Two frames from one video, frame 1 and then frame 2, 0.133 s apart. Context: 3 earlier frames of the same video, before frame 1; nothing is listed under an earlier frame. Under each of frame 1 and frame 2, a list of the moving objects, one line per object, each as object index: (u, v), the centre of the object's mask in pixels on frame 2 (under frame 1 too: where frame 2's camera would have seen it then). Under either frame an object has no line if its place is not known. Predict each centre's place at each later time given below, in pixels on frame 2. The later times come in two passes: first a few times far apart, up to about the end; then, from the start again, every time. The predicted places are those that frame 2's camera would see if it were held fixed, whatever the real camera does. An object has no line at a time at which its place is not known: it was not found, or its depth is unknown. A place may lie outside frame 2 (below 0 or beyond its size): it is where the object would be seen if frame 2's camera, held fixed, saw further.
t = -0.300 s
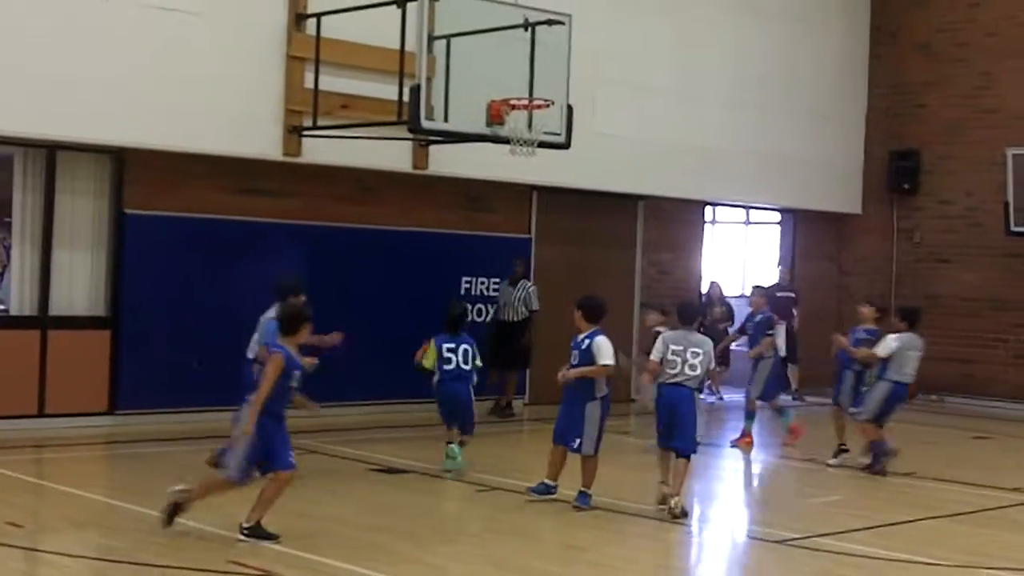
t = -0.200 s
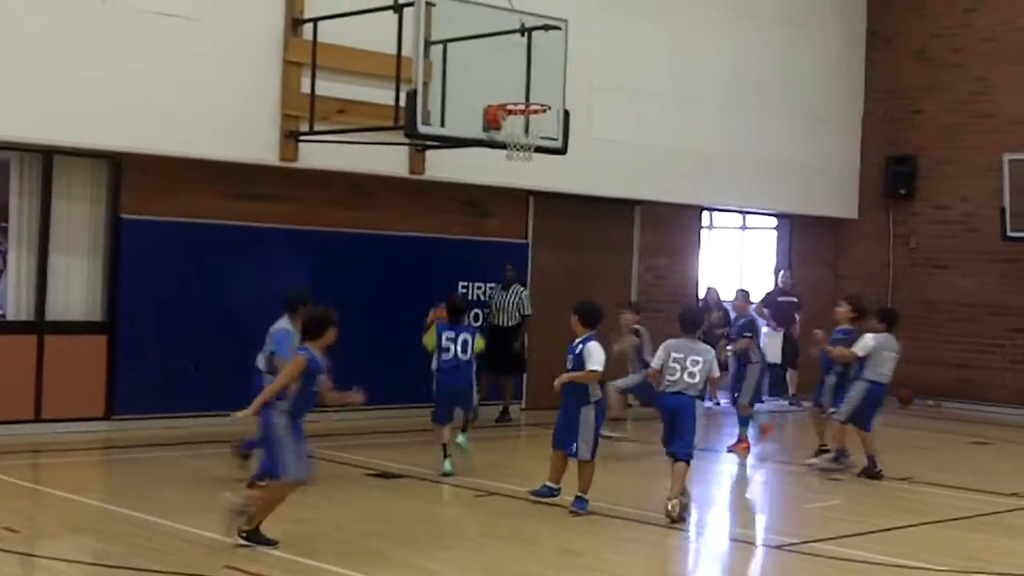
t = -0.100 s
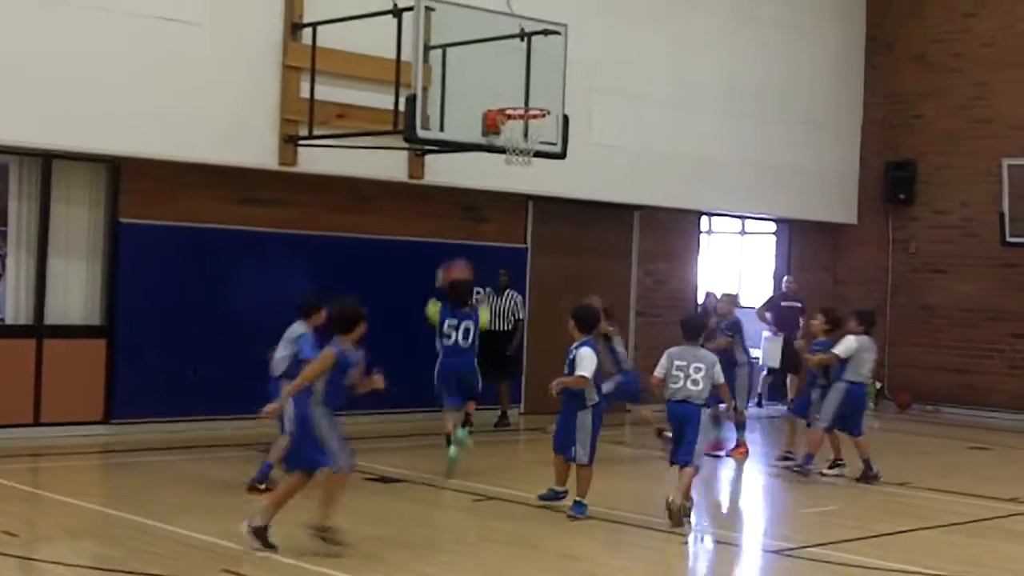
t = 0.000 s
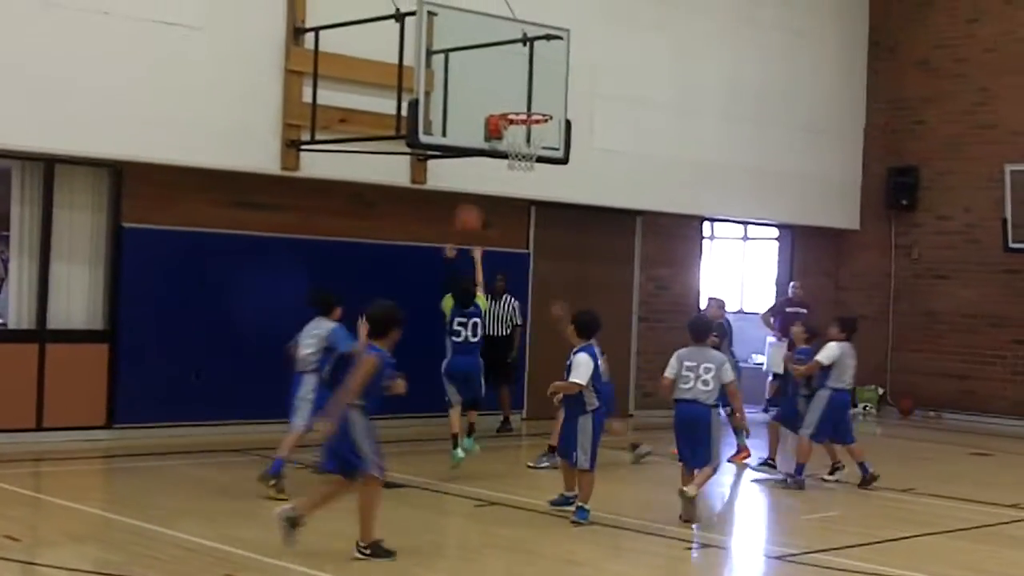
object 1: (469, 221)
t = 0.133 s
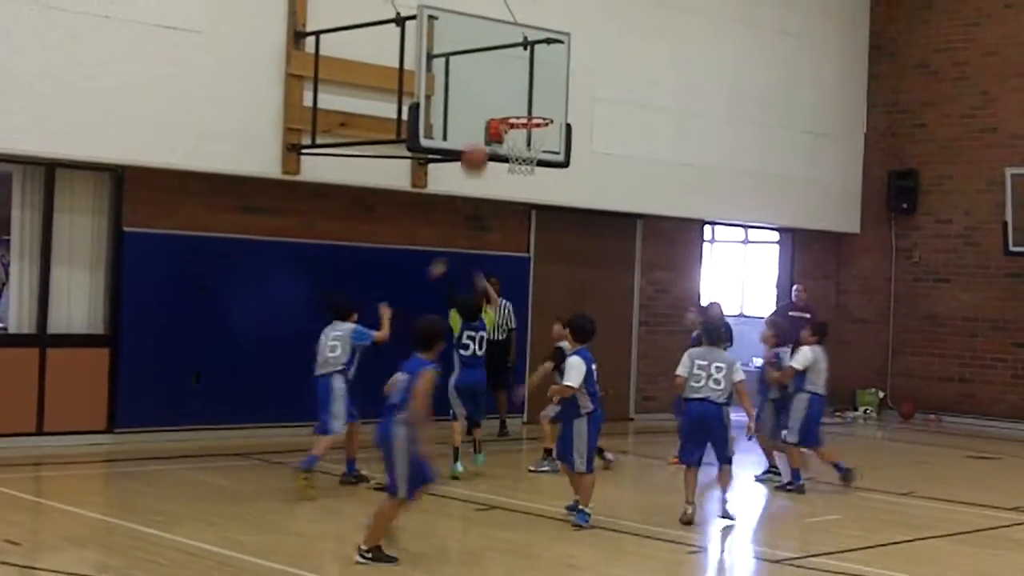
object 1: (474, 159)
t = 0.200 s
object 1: (477, 134)
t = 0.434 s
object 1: (485, 89)
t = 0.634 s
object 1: (509, 101)
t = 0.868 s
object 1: (540, 152)
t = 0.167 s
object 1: (475, 146)
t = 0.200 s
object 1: (477, 134)
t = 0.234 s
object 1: (478, 123)
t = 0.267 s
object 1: (480, 114)
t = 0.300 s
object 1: (481, 107)
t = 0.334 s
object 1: (482, 100)
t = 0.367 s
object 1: (483, 95)
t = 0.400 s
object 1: (484, 91)
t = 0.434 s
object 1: (485, 89)
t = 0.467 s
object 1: (486, 88)
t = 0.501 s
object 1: (487, 87)
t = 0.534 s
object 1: (493, 90)
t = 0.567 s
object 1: (499, 92)
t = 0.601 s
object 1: (504, 96)
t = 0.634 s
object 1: (509, 101)
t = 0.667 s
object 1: (515, 107)
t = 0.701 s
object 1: (520, 117)
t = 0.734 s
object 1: (527, 126)
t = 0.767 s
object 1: (531, 136)
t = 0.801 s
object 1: (537, 146)
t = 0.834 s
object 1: (539, 151)
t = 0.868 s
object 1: (540, 152)
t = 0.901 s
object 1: (539, 155)
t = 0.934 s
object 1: (538, 158)
